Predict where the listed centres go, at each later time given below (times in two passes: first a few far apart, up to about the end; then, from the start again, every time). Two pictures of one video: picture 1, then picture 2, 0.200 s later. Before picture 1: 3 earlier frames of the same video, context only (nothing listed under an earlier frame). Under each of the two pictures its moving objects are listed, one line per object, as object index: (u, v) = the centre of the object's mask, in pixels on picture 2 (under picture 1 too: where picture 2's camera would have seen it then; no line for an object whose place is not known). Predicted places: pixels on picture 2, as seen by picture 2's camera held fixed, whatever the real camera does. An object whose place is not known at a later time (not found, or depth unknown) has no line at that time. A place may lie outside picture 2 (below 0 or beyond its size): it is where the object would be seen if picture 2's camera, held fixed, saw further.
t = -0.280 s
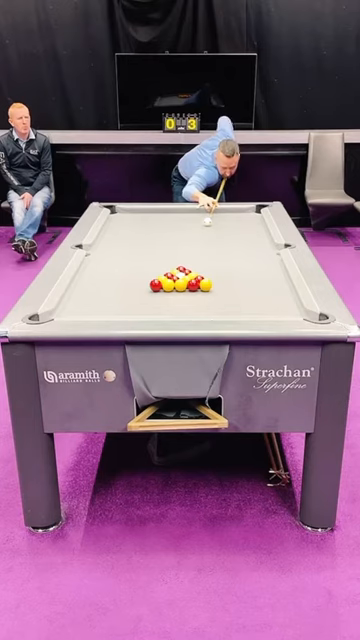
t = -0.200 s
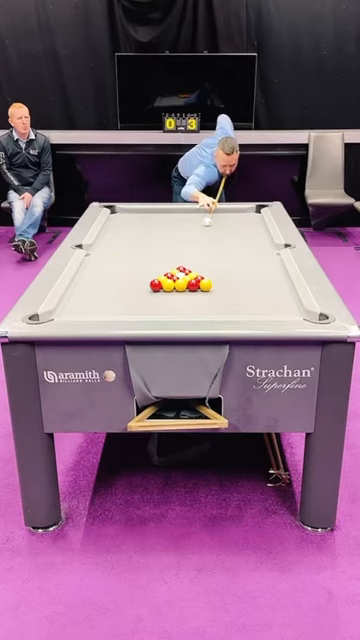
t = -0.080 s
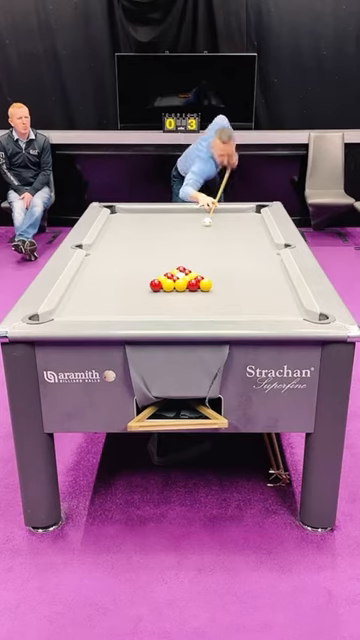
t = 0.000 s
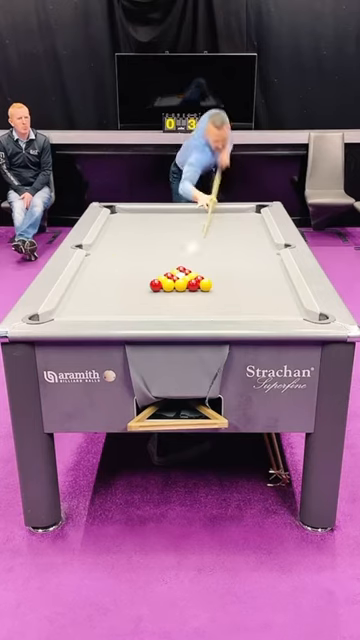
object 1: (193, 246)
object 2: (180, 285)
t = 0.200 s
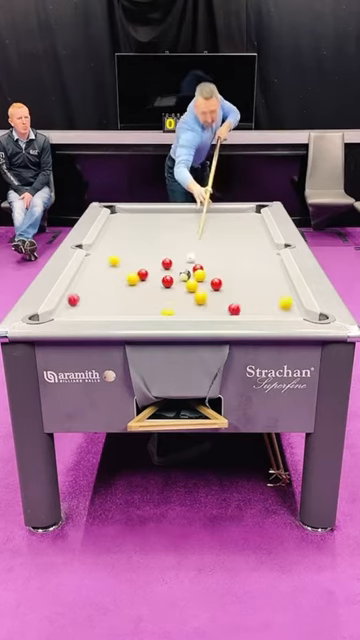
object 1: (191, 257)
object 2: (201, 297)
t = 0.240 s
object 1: (191, 256)
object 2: (205, 300)
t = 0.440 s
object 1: (196, 248)
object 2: (227, 311)
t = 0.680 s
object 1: (201, 237)
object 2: (243, 306)
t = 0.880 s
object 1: (212, 232)
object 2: (254, 299)
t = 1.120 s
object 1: (224, 223)
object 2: (266, 290)
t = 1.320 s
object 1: (227, 217)
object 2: (275, 284)
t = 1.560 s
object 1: (227, 212)
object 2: (284, 278)
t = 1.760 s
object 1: (227, 211)
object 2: (278, 274)
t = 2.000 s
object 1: (229, 213)
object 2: (271, 270)
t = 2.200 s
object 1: (230, 216)
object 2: (265, 267)
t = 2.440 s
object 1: (231, 218)
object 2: (260, 263)
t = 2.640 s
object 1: (232, 221)
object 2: (256, 261)
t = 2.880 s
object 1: (233, 223)
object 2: (254, 260)
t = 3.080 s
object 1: (234, 224)
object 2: (254, 259)
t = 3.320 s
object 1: (236, 227)
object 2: (254, 258)
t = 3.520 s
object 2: (254, 259)
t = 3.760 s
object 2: (254, 259)
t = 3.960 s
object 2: (254, 258)
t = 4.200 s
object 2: (254, 258)
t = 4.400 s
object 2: (253, 258)
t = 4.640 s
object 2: (254, 259)
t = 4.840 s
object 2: (254, 259)
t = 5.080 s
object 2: (254, 259)
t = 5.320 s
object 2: (254, 259)
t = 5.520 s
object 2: (254, 259)
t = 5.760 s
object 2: (254, 259)
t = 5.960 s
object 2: (254, 259)
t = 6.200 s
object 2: (254, 259)
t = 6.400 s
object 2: (254, 259)
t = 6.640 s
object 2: (254, 259)
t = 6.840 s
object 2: (254, 259)
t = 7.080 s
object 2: (254, 259)
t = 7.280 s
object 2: (254, 259)
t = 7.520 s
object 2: (254, 259)
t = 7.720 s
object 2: (254, 259)
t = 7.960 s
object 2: (254, 259)
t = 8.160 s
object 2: (254, 259)
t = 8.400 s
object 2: (254, 259)
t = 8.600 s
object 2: (254, 259)
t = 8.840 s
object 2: (254, 258)
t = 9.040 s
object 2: (254, 258)
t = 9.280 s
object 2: (254, 258)
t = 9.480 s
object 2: (254, 258)
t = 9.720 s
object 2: (254, 258)
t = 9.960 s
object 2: (254, 258)
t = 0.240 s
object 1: (191, 256)
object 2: (205, 300)
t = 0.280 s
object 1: (194, 254)
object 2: (209, 303)
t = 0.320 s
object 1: (194, 252)
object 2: (213, 305)
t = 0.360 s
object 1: (195, 250)
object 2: (218, 308)
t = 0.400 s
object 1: (196, 249)
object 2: (223, 309)
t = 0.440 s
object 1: (196, 248)
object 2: (227, 311)
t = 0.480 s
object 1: (197, 247)
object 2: (231, 311)
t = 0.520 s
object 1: (198, 245)
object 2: (233, 311)
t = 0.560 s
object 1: (199, 244)
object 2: (236, 309)
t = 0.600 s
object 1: (200, 243)
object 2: (238, 308)
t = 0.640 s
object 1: (201, 241)
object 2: (240, 307)
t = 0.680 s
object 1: (201, 237)
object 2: (243, 306)
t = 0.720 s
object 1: (204, 235)
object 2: (245, 304)
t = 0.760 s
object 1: (205, 237)
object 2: (248, 303)
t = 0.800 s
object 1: (207, 236)
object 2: (250, 301)
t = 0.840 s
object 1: (209, 234)
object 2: (252, 300)
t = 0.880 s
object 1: (212, 232)
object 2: (254, 299)
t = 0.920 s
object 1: (214, 231)
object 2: (256, 297)
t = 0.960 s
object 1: (217, 229)
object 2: (258, 296)
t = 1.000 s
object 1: (218, 228)
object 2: (260, 295)
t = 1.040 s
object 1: (221, 226)
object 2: (262, 293)
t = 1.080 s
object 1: (222, 225)
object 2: (264, 291)
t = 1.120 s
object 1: (224, 223)
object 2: (266, 290)
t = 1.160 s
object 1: (227, 222)
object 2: (268, 289)
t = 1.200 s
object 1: (229, 221)
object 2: (270, 288)
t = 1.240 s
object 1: (229, 220)
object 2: (272, 286)
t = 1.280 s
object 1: (228, 217)
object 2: (273, 286)
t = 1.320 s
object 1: (227, 217)
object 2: (275, 284)
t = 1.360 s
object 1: (228, 217)
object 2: (277, 283)
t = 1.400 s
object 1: (228, 216)
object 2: (279, 282)
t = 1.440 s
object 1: (227, 215)
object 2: (280, 281)
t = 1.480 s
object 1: (227, 214)
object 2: (282, 280)
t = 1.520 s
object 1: (227, 213)
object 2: (283, 279)
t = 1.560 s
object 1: (227, 212)
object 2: (284, 278)
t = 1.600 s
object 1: (227, 212)
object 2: (283, 277)
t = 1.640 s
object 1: (227, 211)
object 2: (282, 276)
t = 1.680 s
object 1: (227, 211)
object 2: (280, 276)
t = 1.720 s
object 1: (227, 211)
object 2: (279, 275)
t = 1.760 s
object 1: (227, 211)
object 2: (278, 274)
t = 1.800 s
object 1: (227, 212)
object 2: (276, 273)
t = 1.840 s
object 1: (228, 211)
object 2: (275, 273)
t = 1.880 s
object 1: (228, 212)
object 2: (274, 272)
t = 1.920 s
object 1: (228, 212)
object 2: (272, 271)
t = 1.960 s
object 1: (229, 213)
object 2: (271, 270)
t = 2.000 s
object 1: (229, 213)
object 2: (271, 270)
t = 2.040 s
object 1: (229, 214)
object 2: (269, 269)
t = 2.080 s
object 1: (229, 214)
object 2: (268, 268)
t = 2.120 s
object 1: (230, 215)
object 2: (267, 268)
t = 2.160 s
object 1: (230, 216)
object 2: (266, 267)
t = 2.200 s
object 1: (230, 216)
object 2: (265, 267)
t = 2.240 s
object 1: (230, 217)
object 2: (264, 266)
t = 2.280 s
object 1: (230, 217)
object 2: (263, 265)
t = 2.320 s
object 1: (231, 218)
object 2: (263, 265)
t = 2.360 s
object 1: (231, 218)
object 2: (262, 264)
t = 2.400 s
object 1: (231, 219)
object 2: (261, 264)
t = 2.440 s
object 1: (231, 218)
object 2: (260, 263)
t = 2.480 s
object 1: (232, 219)
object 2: (259, 263)
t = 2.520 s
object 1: (232, 219)
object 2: (258, 263)
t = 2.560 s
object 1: (232, 220)
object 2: (258, 262)
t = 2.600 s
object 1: (232, 221)
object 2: (256, 262)
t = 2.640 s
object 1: (232, 221)
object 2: (256, 261)
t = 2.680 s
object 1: (232, 221)
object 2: (255, 261)
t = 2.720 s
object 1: (233, 222)
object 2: (255, 260)
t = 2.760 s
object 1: (233, 222)
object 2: (254, 260)
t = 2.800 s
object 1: (233, 222)
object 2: (254, 260)
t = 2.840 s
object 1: (234, 223)
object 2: (254, 260)
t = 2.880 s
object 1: (233, 223)
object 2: (254, 260)
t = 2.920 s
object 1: (234, 223)
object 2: (254, 260)
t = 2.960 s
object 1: (234, 223)
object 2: (254, 259)
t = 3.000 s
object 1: (234, 224)
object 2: (254, 259)
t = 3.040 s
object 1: (234, 224)
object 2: (253, 259)
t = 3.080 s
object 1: (234, 224)
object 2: (254, 259)
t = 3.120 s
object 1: (235, 226)
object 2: (254, 259)
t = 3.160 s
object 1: (235, 226)
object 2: (254, 259)
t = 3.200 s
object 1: (236, 227)
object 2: (254, 259)
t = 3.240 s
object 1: (236, 227)
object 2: (254, 259)
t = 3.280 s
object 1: (236, 227)
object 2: (254, 259)
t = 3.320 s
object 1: (236, 227)
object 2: (254, 258)
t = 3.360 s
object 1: (236, 227)
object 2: (254, 259)
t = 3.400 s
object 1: (236, 228)
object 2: (254, 258)
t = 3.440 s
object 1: (236, 229)
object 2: (254, 259)
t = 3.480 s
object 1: (237, 229)
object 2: (254, 259)
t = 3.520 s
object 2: (254, 259)
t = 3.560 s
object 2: (254, 259)
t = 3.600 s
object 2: (254, 259)
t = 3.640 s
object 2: (254, 259)
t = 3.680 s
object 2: (254, 259)
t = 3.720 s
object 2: (254, 258)
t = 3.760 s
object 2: (254, 259)
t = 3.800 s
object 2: (254, 258)
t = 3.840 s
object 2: (254, 259)
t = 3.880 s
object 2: (254, 259)
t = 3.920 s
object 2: (254, 258)
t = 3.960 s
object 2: (254, 258)
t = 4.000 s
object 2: (254, 258)
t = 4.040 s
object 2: (253, 258)
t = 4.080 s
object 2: (253, 258)
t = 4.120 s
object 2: (254, 258)
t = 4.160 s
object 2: (253, 258)
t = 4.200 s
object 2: (254, 258)
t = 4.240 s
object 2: (253, 258)
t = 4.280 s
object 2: (254, 258)
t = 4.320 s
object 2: (253, 258)
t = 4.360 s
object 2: (254, 258)
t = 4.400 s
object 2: (253, 258)
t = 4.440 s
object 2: (254, 258)
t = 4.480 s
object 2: (254, 258)
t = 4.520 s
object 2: (254, 259)
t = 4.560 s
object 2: (254, 259)
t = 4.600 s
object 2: (254, 258)
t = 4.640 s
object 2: (254, 259)
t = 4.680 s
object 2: (254, 258)
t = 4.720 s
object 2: (254, 259)
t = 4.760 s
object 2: (254, 258)
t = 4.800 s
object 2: (254, 259)
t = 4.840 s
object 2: (254, 259)
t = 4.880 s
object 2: (254, 259)
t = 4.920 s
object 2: (254, 259)
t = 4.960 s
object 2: (254, 259)
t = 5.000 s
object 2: (254, 259)
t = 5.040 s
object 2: (254, 259)
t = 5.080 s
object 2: (254, 259)
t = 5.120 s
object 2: (254, 259)
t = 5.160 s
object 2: (254, 259)
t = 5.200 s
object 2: (254, 259)
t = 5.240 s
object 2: (254, 259)
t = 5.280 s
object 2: (254, 259)
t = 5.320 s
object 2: (254, 259)
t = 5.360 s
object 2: (254, 259)
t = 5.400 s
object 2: (254, 259)
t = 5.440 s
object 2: (254, 259)
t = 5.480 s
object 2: (254, 259)
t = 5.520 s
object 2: (254, 259)
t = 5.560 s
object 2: (254, 259)
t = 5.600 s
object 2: (254, 259)
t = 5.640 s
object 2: (254, 259)
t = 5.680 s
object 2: (254, 259)
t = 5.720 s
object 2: (254, 259)
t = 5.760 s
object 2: (254, 259)
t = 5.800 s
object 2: (254, 259)
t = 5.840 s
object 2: (254, 259)
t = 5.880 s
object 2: (254, 259)
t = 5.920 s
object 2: (254, 259)
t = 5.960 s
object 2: (254, 259)
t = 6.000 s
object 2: (254, 259)
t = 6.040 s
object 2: (254, 259)
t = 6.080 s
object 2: (254, 259)
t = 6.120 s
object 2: (254, 259)
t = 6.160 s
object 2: (254, 259)
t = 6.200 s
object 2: (254, 259)
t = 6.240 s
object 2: (254, 259)
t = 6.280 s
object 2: (254, 259)
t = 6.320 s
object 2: (254, 259)
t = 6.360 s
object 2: (254, 259)
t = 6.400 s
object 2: (254, 259)
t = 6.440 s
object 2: (254, 259)
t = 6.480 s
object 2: (254, 259)
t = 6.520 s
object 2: (254, 259)
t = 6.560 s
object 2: (254, 259)
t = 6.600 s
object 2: (254, 259)
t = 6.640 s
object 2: (254, 259)
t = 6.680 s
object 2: (254, 259)
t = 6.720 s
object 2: (254, 259)
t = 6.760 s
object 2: (254, 259)
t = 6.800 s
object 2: (254, 259)
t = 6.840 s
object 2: (254, 259)
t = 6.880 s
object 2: (254, 259)
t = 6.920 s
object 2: (254, 259)
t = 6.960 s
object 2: (254, 259)
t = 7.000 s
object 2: (254, 259)
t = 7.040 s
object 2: (254, 259)
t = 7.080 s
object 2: (254, 259)
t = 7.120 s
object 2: (254, 259)
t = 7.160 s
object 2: (254, 259)
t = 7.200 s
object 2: (254, 259)
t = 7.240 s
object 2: (254, 259)
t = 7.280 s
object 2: (254, 259)
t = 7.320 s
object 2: (254, 259)
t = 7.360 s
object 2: (254, 259)
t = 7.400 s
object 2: (254, 259)
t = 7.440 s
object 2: (254, 259)
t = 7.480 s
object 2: (254, 259)
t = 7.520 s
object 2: (254, 259)
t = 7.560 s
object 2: (254, 259)
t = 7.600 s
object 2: (254, 259)
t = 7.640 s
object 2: (254, 259)
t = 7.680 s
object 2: (254, 259)
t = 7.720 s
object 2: (254, 259)
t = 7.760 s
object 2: (254, 259)
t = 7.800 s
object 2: (254, 259)
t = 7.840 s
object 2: (254, 259)
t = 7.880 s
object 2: (254, 259)
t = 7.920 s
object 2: (254, 259)
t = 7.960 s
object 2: (254, 259)
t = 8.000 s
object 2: (254, 259)
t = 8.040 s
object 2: (254, 258)
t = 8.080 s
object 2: (254, 259)
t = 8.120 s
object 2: (254, 259)
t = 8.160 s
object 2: (254, 259)
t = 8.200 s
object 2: (254, 259)
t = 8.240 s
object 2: (254, 259)
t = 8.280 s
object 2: (254, 259)
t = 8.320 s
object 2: (254, 259)
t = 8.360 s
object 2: (254, 259)
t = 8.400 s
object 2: (254, 259)
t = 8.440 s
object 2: (254, 258)
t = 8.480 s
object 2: (254, 259)
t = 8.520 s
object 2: (254, 258)
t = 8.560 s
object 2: (254, 259)
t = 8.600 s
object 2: (254, 259)
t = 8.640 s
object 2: (254, 259)
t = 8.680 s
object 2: (254, 258)
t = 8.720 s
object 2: (254, 259)
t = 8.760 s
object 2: (254, 259)
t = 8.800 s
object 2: (254, 259)
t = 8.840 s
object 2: (254, 258)
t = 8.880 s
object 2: (254, 258)
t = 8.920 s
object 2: (254, 258)
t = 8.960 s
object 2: (254, 259)
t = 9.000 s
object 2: (254, 258)
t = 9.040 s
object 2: (254, 258)
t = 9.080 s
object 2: (254, 258)
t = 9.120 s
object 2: (254, 259)
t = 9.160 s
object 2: (254, 258)
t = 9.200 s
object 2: (254, 258)
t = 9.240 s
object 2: (254, 258)
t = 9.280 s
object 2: (254, 258)
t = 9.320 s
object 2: (254, 258)
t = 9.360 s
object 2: (254, 258)
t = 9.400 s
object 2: (254, 258)
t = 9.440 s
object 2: (254, 258)
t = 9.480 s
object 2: (254, 258)
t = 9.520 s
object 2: (254, 258)
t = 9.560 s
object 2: (254, 258)
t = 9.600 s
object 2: (254, 258)
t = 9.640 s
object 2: (254, 258)
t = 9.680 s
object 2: (254, 258)
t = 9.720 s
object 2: (254, 258)
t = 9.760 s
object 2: (254, 258)
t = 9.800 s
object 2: (254, 258)
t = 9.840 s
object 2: (254, 258)
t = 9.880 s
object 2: (254, 258)
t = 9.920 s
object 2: (254, 258)
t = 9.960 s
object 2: (254, 258)
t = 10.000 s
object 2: (254, 258)
